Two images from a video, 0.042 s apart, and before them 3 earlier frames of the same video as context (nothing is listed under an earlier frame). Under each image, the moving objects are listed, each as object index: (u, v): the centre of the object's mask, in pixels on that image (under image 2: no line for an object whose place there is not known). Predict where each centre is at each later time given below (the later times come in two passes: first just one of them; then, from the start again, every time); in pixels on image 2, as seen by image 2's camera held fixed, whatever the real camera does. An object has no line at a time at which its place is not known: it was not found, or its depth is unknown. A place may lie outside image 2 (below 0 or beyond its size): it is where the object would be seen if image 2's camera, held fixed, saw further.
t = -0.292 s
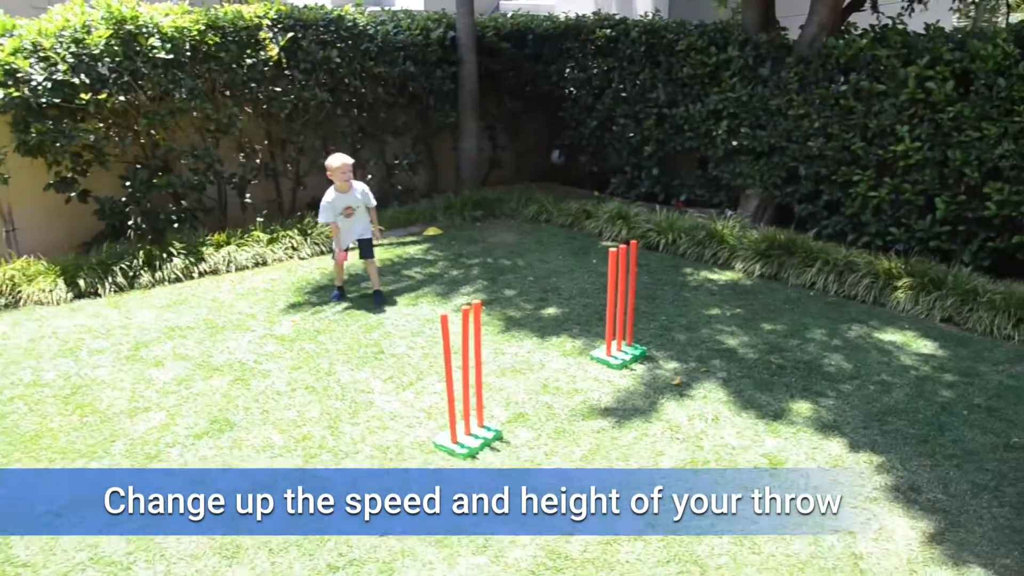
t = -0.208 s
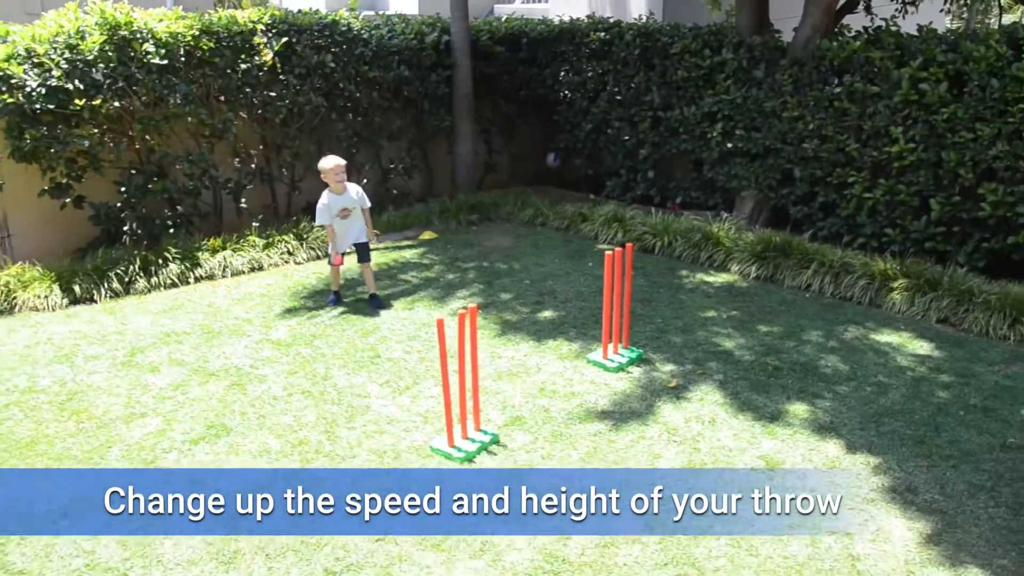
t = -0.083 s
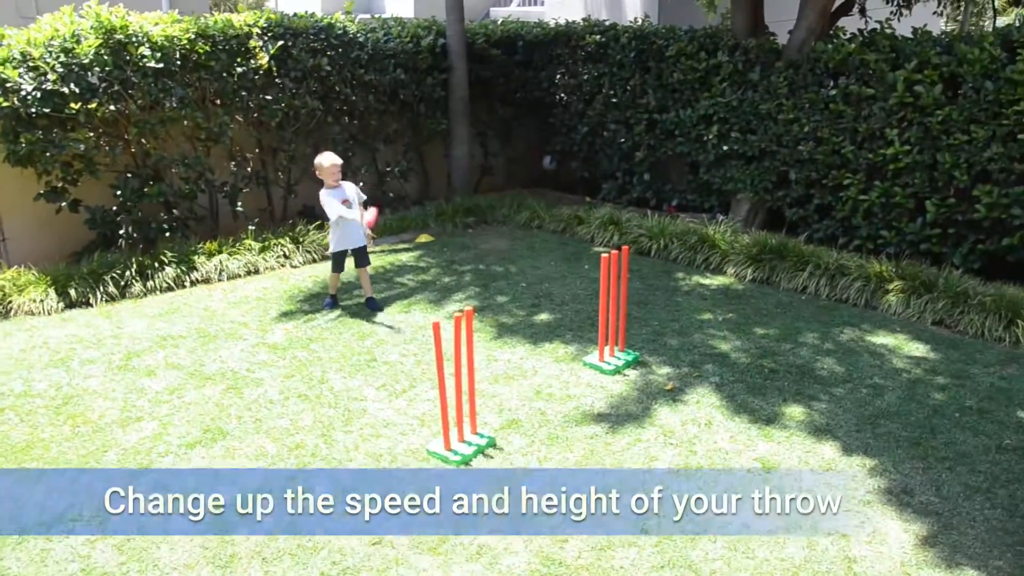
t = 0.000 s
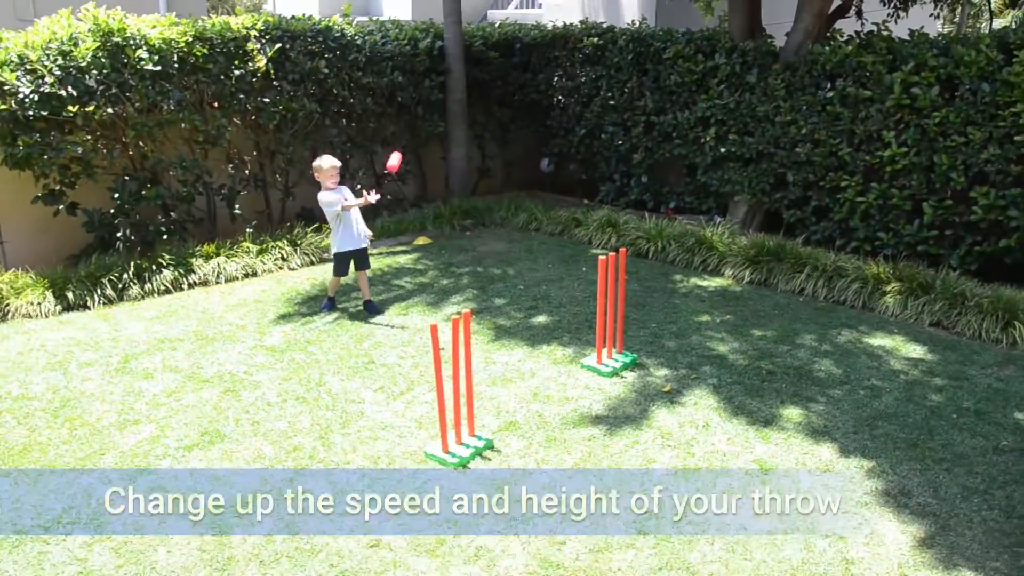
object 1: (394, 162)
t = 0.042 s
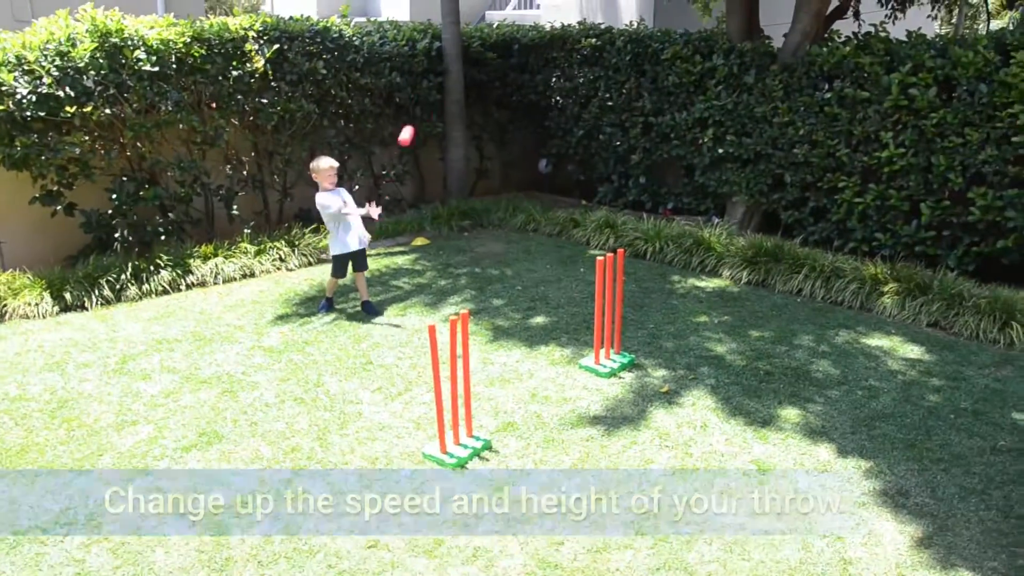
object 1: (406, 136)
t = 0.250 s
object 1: (488, 28)
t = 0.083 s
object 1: (421, 110)
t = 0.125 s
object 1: (437, 86)
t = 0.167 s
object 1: (453, 64)
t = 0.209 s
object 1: (471, 45)
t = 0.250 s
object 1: (488, 28)
